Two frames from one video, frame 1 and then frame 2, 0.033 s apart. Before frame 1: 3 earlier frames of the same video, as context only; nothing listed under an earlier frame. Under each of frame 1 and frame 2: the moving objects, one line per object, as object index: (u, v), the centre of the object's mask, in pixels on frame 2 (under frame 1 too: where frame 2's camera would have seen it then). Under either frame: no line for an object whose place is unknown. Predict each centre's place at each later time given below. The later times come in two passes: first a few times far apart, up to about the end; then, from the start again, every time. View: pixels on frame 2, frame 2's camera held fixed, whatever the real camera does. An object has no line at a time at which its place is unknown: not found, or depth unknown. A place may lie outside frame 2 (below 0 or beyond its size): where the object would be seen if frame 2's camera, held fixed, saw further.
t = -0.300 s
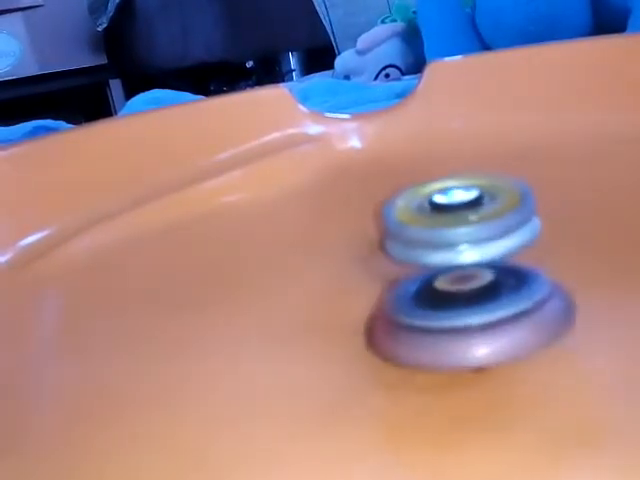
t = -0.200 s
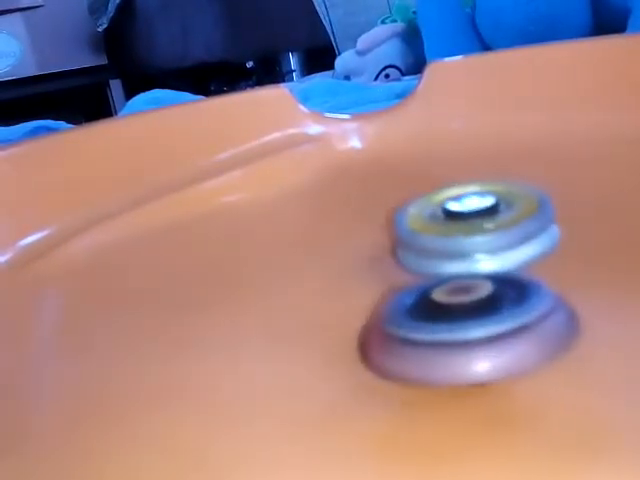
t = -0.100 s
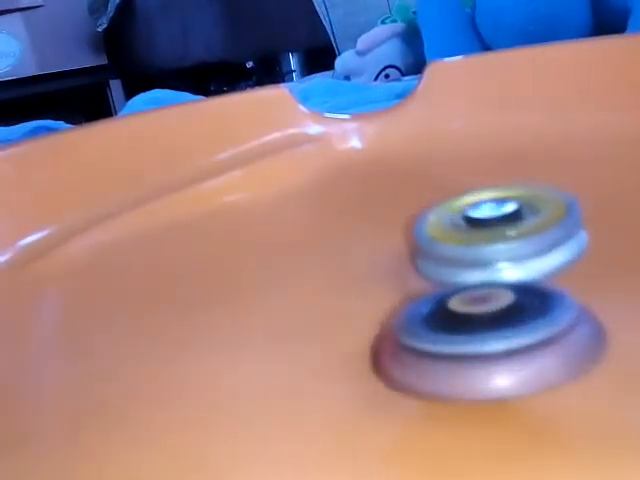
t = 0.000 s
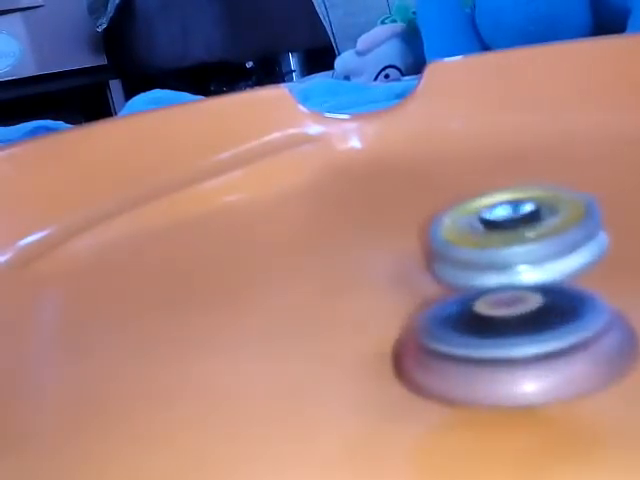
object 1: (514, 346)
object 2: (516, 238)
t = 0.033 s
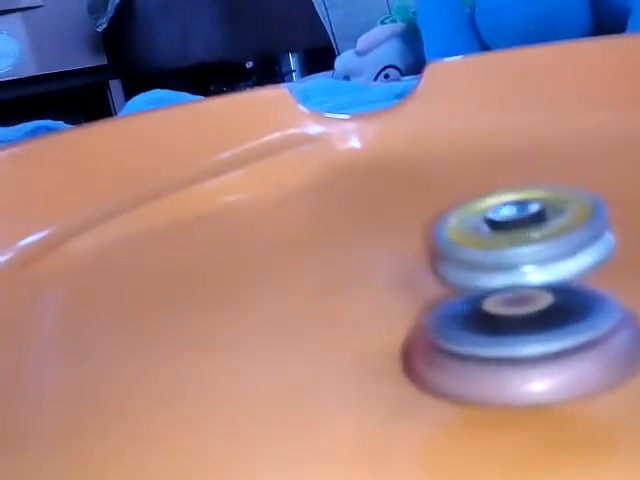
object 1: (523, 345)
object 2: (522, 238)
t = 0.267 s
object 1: (504, 342)
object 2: (546, 236)
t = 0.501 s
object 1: (490, 357)
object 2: (539, 240)
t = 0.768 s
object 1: (512, 351)
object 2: (490, 248)
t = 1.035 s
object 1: (491, 346)
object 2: (431, 243)
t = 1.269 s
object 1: (424, 336)
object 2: (366, 254)
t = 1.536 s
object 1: (363, 329)
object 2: (296, 251)
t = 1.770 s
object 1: (358, 338)
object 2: (271, 257)
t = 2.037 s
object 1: (531, 339)
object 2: (263, 239)
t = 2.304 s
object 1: (487, 277)
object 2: (322, 248)
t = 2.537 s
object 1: (525, 276)
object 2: (324, 229)
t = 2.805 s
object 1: (519, 262)
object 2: (346, 238)
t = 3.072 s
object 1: (527, 264)
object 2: (331, 278)
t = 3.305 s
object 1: (521, 269)
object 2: (353, 332)
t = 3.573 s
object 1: (479, 265)
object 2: (492, 381)
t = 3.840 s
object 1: (418, 307)
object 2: (563, 380)
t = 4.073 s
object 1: (397, 333)
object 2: (573, 332)
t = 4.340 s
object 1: (316, 355)
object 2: (583, 273)
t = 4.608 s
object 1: (361, 367)
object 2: (474, 257)
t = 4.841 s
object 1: (436, 340)
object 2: (335, 267)
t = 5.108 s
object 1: (436, 295)
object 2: (242, 297)
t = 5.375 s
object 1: (430, 279)
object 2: (274, 339)
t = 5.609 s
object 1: (429, 252)
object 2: (411, 344)
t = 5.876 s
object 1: (415, 266)
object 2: (546, 311)
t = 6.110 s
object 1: (442, 280)
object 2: (583, 284)
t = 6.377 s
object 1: (472, 283)
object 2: (601, 266)
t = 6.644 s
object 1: (417, 303)
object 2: (605, 262)
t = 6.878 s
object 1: (388, 328)
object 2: (572, 277)
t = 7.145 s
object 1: (321, 372)
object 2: (561, 290)
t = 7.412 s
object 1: (273, 410)
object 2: (548, 274)
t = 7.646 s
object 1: (346, 401)
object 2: (470, 276)
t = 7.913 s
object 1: (435, 366)
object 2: (366, 260)
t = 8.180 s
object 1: (476, 297)
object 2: (301, 258)
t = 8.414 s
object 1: (457, 260)
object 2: (288, 271)
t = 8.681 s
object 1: (491, 242)
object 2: (297, 313)
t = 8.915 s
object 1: (506, 229)
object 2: (431, 324)
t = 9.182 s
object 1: (479, 235)
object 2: (545, 294)
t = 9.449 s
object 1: (474, 266)
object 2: (585, 297)
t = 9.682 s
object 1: (451, 295)
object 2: (588, 294)
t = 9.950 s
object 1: (356, 326)
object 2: (550, 310)
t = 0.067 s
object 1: (528, 343)
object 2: (527, 238)
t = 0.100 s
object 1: (529, 339)
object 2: (532, 239)
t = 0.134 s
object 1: (526, 337)
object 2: (536, 238)
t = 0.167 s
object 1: (518, 339)
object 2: (541, 236)
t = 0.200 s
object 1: (510, 340)
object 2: (545, 236)
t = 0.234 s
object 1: (507, 341)
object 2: (546, 236)
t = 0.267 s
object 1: (504, 342)
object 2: (546, 236)
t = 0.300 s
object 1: (502, 343)
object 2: (545, 236)
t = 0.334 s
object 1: (501, 345)
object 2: (543, 237)
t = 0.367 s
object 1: (502, 346)
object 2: (540, 239)
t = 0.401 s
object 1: (503, 346)
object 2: (537, 241)
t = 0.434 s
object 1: (505, 346)
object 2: (535, 243)
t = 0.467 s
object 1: (502, 349)
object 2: (536, 244)
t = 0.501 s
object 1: (490, 357)
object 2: (539, 240)
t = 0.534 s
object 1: (491, 359)
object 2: (537, 239)
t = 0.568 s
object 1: (499, 358)
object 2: (533, 239)
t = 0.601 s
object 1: (506, 357)
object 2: (525, 240)
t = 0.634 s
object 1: (512, 356)
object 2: (518, 242)
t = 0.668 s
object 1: (516, 354)
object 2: (511, 244)
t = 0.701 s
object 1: (518, 351)
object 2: (504, 246)
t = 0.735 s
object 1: (517, 347)
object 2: (496, 249)
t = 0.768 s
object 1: (512, 351)
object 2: (490, 248)
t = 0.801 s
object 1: (501, 365)
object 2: (486, 241)
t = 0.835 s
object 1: (491, 372)
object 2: (484, 236)
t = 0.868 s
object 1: (483, 370)
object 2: (477, 236)
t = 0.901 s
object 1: (484, 367)
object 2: (469, 237)
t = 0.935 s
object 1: (488, 362)
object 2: (460, 238)
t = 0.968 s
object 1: (493, 357)
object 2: (451, 240)
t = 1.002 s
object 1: (495, 351)
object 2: (441, 242)
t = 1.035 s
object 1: (491, 346)
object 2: (431, 243)
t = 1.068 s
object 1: (484, 342)
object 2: (420, 247)
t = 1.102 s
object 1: (474, 340)
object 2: (408, 251)
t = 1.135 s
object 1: (464, 337)
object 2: (396, 254)
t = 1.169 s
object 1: (454, 336)
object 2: (388, 256)
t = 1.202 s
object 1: (447, 337)
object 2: (381, 256)
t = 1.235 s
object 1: (435, 337)
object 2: (374, 256)
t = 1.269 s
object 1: (424, 336)
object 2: (366, 254)
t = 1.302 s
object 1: (413, 337)
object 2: (356, 251)
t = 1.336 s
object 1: (403, 336)
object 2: (346, 250)
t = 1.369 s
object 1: (396, 333)
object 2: (334, 250)
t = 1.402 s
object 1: (388, 332)
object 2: (323, 250)
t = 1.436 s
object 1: (380, 330)
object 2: (314, 250)
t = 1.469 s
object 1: (374, 329)
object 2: (307, 250)
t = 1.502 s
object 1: (368, 329)
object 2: (301, 250)
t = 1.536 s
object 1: (363, 329)
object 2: (296, 251)
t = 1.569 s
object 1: (357, 329)
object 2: (291, 253)
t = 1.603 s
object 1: (353, 330)
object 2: (287, 254)
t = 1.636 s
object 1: (353, 336)
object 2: (281, 251)
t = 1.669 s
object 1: (352, 342)
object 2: (278, 250)
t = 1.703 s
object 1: (352, 342)
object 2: (276, 252)
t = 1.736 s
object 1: (355, 340)
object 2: (273, 254)
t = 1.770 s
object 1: (358, 338)
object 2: (271, 257)
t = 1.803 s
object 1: (364, 336)
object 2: (271, 260)
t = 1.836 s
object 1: (369, 334)
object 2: (273, 262)
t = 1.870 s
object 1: (408, 348)
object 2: (268, 255)
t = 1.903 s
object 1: (449, 361)
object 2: (262, 243)
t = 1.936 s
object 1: (484, 364)
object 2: (262, 238)
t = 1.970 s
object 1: (510, 361)
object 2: (262, 237)
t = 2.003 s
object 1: (525, 352)
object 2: (262, 238)
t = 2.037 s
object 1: (531, 339)
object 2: (263, 239)
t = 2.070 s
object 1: (532, 328)
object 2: (266, 241)
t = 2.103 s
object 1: (529, 318)
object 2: (270, 242)
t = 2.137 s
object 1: (525, 310)
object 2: (275, 244)
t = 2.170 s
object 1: (520, 300)
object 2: (281, 247)
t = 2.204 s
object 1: (517, 293)
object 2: (290, 248)
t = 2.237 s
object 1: (509, 285)
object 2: (299, 249)
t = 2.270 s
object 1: (498, 279)
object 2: (310, 249)
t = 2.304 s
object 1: (487, 277)
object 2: (322, 248)
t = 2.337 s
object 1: (484, 276)
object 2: (329, 245)
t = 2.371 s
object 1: (490, 276)
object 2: (331, 242)
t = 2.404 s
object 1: (488, 275)
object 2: (338, 240)
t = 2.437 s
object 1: (489, 274)
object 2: (341, 238)
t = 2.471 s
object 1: (513, 276)
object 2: (330, 233)
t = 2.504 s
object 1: (524, 277)
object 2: (325, 230)
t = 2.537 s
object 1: (525, 276)
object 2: (324, 229)
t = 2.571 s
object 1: (524, 273)
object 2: (324, 230)
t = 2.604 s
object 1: (524, 271)
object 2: (325, 231)
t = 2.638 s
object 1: (525, 269)
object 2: (326, 232)
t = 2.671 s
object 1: (526, 267)
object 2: (329, 233)
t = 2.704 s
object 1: (526, 265)
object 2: (332, 234)
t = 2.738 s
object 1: (525, 264)
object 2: (337, 234)
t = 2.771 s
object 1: (522, 263)
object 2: (342, 236)
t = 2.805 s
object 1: (519, 262)
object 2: (346, 238)
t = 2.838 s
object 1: (515, 262)
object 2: (351, 242)
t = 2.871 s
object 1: (517, 261)
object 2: (351, 245)
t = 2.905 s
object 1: (518, 262)
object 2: (350, 250)
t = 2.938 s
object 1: (518, 262)
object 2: (348, 255)
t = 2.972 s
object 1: (519, 262)
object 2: (346, 260)
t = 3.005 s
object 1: (527, 262)
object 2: (339, 266)
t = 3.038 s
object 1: (529, 263)
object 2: (334, 271)
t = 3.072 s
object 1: (527, 264)
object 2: (331, 278)
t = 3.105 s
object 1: (524, 264)
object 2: (328, 284)
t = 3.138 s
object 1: (521, 266)
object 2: (326, 292)
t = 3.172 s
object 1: (517, 267)
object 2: (328, 299)
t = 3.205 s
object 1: (516, 269)
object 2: (334, 308)
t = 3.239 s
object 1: (516, 270)
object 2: (344, 314)
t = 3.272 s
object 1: (518, 270)
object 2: (350, 323)
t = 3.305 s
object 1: (521, 269)
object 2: (353, 332)
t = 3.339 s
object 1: (524, 269)
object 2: (365, 338)
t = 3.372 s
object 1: (524, 268)
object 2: (383, 344)
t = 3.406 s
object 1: (523, 268)
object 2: (401, 350)
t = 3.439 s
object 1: (521, 266)
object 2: (421, 353)
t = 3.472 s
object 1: (514, 263)
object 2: (441, 353)
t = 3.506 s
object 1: (500, 261)
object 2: (460, 354)
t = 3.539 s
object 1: (486, 261)
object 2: (472, 369)
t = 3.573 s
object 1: (479, 265)
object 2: (492, 381)
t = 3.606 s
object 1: (475, 269)
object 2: (509, 385)
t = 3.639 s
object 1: (465, 274)
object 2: (522, 386)
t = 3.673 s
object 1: (456, 279)
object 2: (532, 387)
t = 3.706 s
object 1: (448, 284)
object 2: (538, 386)
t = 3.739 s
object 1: (439, 289)
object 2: (551, 386)
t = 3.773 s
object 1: (430, 296)
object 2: (555, 385)
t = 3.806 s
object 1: (423, 302)
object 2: (562, 383)
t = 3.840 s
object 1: (418, 307)
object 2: (563, 380)
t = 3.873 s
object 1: (413, 311)
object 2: (570, 376)
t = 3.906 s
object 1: (409, 315)
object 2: (568, 371)
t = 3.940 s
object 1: (405, 318)
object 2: (574, 363)
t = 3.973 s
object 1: (402, 321)
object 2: (571, 357)
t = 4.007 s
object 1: (400, 325)
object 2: (573, 349)
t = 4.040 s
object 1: (397, 329)
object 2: (573, 340)
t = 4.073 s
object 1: (397, 333)
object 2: (573, 332)
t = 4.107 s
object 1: (394, 336)
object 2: (573, 325)
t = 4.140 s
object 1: (356, 334)
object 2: (589, 312)
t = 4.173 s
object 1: (329, 334)
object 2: (597, 305)
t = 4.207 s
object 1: (317, 336)
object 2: (598, 299)
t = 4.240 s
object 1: (313, 341)
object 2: (597, 291)
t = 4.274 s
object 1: (312, 347)
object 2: (594, 283)
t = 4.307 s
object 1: (313, 351)
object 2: (590, 277)
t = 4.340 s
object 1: (316, 355)
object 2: (583, 273)
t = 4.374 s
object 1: (319, 358)
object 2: (576, 270)
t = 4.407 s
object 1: (322, 360)
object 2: (566, 266)
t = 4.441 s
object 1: (326, 363)
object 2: (557, 263)
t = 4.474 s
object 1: (332, 365)
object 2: (546, 260)
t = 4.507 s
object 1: (338, 367)
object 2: (532, 259)
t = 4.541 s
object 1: (344, 368)
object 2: (513, 258)
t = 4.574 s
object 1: (352, 368)
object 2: (494, 258)
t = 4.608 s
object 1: (361, 367)
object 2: (474, 257)
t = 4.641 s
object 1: (371, 365)
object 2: (452, 257)
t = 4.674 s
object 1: (381, 363)
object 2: (431, 257)
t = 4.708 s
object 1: (394, 361)
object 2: (409, 258)
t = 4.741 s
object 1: (406, 358)
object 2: (389, 260)
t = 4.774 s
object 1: (417, 353)
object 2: (370, 262)
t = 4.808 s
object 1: (427, 346)
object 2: (351, 264)
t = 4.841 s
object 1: (436, 340)
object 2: (335, 267)
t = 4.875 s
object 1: (442, 332)
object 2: (319, 270)
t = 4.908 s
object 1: (443, 325)
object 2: (303, 273)
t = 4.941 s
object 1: (442, 318)
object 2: (289, 276)
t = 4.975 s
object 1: (443, 312)
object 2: (277, 279)
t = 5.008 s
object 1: (442, 307)
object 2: (264, 283)
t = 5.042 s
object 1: (442, 302)
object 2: (255, 288)
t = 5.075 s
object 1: (440, 298)
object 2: (248, 292)
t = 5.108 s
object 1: (436, 295)
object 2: (242, 297)
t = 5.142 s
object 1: (432, 293)
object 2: (239, 302)
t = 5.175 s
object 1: (427, 292)
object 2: (237, 308)
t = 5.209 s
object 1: (423, 290)
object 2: (239, 313)
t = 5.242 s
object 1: (421, 289)
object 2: (242, 319)
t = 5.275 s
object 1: (419, 287)
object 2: (247, 324)
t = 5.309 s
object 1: (422, 284)
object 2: (250, 330)
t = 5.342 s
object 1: (426, 281)
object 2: (260, 335)
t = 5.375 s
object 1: (430, 279)
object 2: (274, 339)
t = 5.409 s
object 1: (434, 276)
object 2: (291, 341)
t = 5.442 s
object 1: (437, 273)
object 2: (308, 342)
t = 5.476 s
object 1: (439, 271)
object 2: (326, 342)
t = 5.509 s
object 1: (440, 266)
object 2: (348, 342)
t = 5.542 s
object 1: (439, 260)
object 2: (372, 341)
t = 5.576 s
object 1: (434, 255)
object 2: (390, 345)
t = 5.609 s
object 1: (429, 252)
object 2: (411, 344)
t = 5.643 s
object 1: (423, 251)
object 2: (435, 341)
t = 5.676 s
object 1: (414, 253)
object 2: (458, 337)
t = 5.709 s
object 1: (409, 256)
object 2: (479, 332)
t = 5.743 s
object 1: (406, 260)
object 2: (500, 328)
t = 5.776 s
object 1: (406, 264)
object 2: (517, 322)
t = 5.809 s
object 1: (408, 266)
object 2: (526, 316)
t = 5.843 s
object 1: (410, 267)
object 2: (536, 311)
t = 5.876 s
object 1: (415, 266)
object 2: (546, 311)
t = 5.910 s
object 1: (417, 264)
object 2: (554, 308)
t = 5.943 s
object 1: (419, 266)
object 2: (561, 305)
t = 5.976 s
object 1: (422, 269)
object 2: (567, 302)
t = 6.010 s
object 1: (427, 273)
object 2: (573, 298)
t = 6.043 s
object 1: (431, 276)
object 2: (578, 294)
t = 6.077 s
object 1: (436, 278)
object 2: (582, 288)
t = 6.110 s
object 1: (442, 280)
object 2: (583, 284)
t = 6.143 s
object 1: (447, 282)
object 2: (585, 280)
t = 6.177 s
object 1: (452, 281)
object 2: (589, 277)
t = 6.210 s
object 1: (458, 280)
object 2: (591, 275)
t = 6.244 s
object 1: (462, 281)
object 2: (595, 272)
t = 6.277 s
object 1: (463, 279)
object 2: (598, 271)
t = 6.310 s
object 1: (467, 279)
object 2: (600, 269)
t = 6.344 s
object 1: (471, 281)
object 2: (601, 267)
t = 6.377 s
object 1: (472, 283)
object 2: (601, 266)
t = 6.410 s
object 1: (468, 284)
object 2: (603, 265)
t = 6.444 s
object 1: (466, 285)
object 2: (603, 263)
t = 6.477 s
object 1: (465, 287)
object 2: (603, 263)
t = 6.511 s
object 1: (464, 290)
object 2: (601, 263)
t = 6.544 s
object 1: (447, 293)
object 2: (604, 261)
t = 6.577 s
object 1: (431, 295)
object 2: (607, 261)
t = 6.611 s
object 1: (423, 299)
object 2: (606, 261)
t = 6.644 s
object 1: (417, 303)
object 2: (605, 262)
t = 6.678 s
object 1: (412, 307)
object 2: (602, 263)
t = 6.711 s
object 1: (407, 311)
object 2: (598, 265)
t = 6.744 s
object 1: (403, 314)
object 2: (594, 267)
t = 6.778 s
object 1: (400, 318)
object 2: (588, 270)
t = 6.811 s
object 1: (397, 321)
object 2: (582, 273)
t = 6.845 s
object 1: (396, 324)
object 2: (575, 276)
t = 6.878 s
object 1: (388, 328)
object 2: (572, 277)
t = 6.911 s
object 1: (359, 335)
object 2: (577, 277)
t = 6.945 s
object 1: (348, 341)
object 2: (576, 281)
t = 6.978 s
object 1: (345, 347)
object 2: (572, 283)
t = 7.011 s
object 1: (347, 351)
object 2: (567, 286)
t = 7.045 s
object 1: (350, 356)
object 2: (562, 288)
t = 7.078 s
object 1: (354, 361)
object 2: (556, 290)
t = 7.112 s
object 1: (357, 364)
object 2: (552, 294)
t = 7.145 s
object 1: (321, 372)
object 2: (561, 290)
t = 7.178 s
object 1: (287, 379)
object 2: (571, 283)
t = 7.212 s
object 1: (271, 383)
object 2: (570, 281)
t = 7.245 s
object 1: (267, 389)
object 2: (567, 279)
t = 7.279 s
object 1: (264, 396)
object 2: (565, 278)
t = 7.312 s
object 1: (263, 400)
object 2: (561, 277)
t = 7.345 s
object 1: (265, 405)
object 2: (557, 276)
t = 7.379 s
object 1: (268, 408)
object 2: (553, 275)
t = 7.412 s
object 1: (273, 410)
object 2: (548, 274)
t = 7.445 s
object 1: (279, 411)
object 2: (543, 274)
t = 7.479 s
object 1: (286, 411)
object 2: (537, 274)
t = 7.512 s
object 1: (295, 410)
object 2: (530, 274)
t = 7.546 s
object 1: (305, 409)
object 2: (517, 274)
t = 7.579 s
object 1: (318, 408)
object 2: (503, 274)
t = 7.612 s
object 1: (332, 406)
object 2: (487, 274)
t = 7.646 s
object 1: (346, 401)
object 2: (470, 276)
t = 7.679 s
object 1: (359, 395)
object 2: (453, 277)
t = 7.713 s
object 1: (372, 389)
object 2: (438, 275)
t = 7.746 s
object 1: (384, 383)
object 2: (420, 276)
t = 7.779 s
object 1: (392, 388)
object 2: (406, 270)
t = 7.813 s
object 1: (398, 388)
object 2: (401, 265)
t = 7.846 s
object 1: (411, 382)
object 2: (391, 263)
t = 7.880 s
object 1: (423, 375)
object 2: (378, 262)
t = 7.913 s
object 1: (435, 366)
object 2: (366, 260)
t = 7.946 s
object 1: (447, 357)
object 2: (356, 259)
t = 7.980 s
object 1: (456, 347)
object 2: (346, 258)
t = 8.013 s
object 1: (464, 339)
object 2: (336, 259)
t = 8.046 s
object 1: (470, 329)
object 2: (327, 258)
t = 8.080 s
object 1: (474, 320)
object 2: (318, 258)
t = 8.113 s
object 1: (475, 312)
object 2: (311, 258)
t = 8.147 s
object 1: (475, 304)
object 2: (305, 257)
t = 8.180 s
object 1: (476, 297)
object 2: (301, 258)
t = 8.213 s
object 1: (474, 290)
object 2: (297, 259)
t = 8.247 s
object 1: (470, 283)
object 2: (294, 260)
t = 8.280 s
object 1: (467, 277)
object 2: (292, 262)
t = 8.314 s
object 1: (464, 272)
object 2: (290, 263)
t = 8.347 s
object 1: (460, 267)
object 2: (290, 266)
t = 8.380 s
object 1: (460, 262)
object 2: (288, 268)
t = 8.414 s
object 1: (457, 260)
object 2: (288, 271)
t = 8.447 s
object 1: (466, 256)
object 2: (279, 274)
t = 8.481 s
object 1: (475, 253)
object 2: (274, 278)
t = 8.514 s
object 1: (476, 250)
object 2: (271, 284)
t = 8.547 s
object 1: (479, 248)
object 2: (272, 291)
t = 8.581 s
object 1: (481, 246)
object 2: (274, 297)
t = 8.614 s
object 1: (485, 245)
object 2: (279, 302)
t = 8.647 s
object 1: (488, 243)
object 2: (287, 308)
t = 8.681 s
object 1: (491, 242)
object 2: (297, 313)
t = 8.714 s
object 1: (493, 241)
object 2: (311, 317)
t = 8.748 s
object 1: (495, 239)
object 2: (328, 321)
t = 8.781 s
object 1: (497, 237)
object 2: (346, 324)
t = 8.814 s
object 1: (499, 236)
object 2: (365, 326)
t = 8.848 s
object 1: (503, 233)
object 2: (387, 327)
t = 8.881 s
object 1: (504, 231)
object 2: (409, 327)
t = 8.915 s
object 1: (506, 229)
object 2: (431, 324)
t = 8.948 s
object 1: (507, 226)
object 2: (452, 320)
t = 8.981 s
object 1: (506, 224)
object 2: (472, 317)
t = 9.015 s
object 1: (503, 223)
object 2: (490, 314)
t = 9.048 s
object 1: (500, 222)
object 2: (507, 310)
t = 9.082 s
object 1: (497, 222)
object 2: (520, 306)
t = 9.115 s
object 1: (492, 225)
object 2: (529, 302)
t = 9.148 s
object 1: (486, 227)
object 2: (538, 297)
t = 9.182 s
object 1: (479, 235)
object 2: (545, 294)
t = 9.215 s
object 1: (477, 240)
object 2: (551, 294)
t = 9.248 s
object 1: (477, 242)
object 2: (557, 294)
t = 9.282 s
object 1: (477, 247)
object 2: (563, 295)
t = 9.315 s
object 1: (477, 250)
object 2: (568, 295)
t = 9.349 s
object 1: (478, 253)
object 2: (573, 295)
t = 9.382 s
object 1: (477, 258)
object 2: (576, 295)
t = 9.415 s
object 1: (476, 262)
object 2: (581, 297)
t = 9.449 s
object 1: (474, 266)
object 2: (585, 297)
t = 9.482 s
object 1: (472, 270)
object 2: (588, 296)
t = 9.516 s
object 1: (471, 273)
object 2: (590, 295)
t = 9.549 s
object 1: (468, 277)
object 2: (591, 294)
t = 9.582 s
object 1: (465, 281)
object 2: (592, 293)
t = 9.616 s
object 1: (462, 285)
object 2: (592, 293)
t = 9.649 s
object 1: (457, 290)
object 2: (591, 293)
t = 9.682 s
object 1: (451, 295)
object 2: (588, 294)
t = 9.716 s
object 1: (444, 298)
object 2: (587, 294)
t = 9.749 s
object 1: (434, 301)
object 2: (584, 295)
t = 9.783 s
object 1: (424, 306)
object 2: (580, 296)
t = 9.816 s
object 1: (413, 309)
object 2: (575, 299)
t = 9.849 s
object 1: (399, 313)
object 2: (571, 302)
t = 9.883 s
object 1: (386, 317)
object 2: (566, 304)
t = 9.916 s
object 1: (370, 321)
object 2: (559, 307)
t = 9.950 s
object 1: (356, 326)
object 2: (550, 310)
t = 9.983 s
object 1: (341, 330)
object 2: (542, 312)
